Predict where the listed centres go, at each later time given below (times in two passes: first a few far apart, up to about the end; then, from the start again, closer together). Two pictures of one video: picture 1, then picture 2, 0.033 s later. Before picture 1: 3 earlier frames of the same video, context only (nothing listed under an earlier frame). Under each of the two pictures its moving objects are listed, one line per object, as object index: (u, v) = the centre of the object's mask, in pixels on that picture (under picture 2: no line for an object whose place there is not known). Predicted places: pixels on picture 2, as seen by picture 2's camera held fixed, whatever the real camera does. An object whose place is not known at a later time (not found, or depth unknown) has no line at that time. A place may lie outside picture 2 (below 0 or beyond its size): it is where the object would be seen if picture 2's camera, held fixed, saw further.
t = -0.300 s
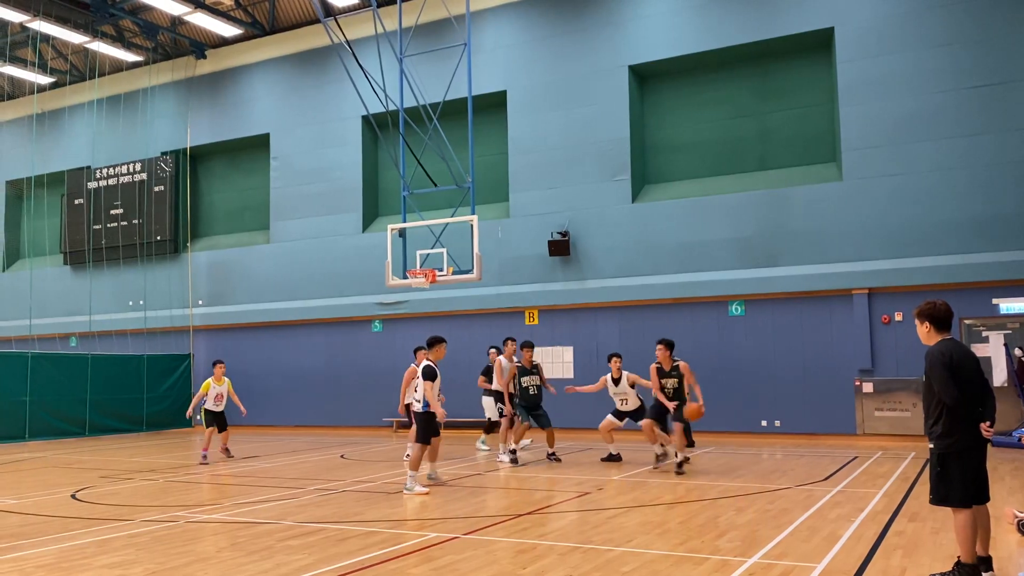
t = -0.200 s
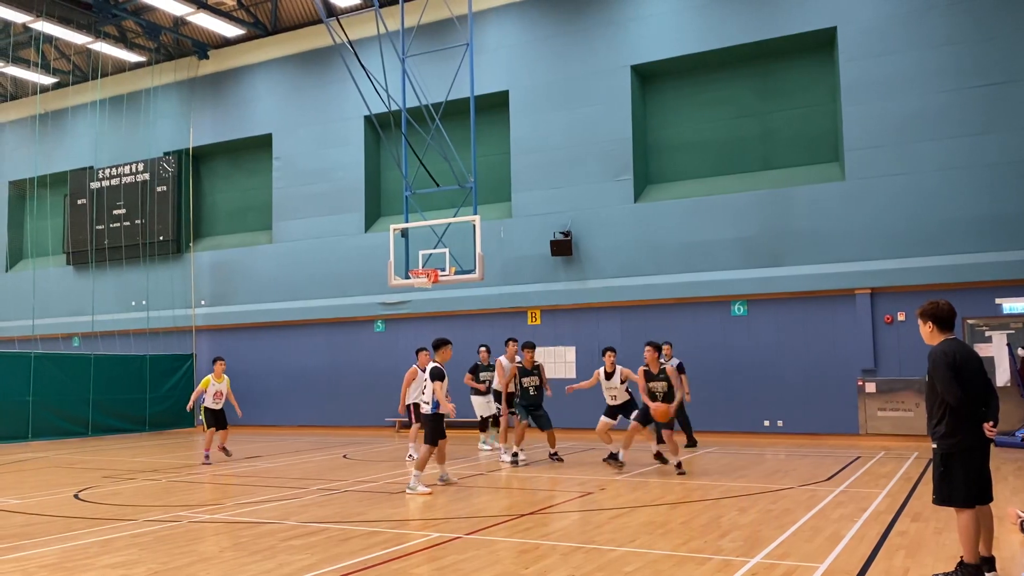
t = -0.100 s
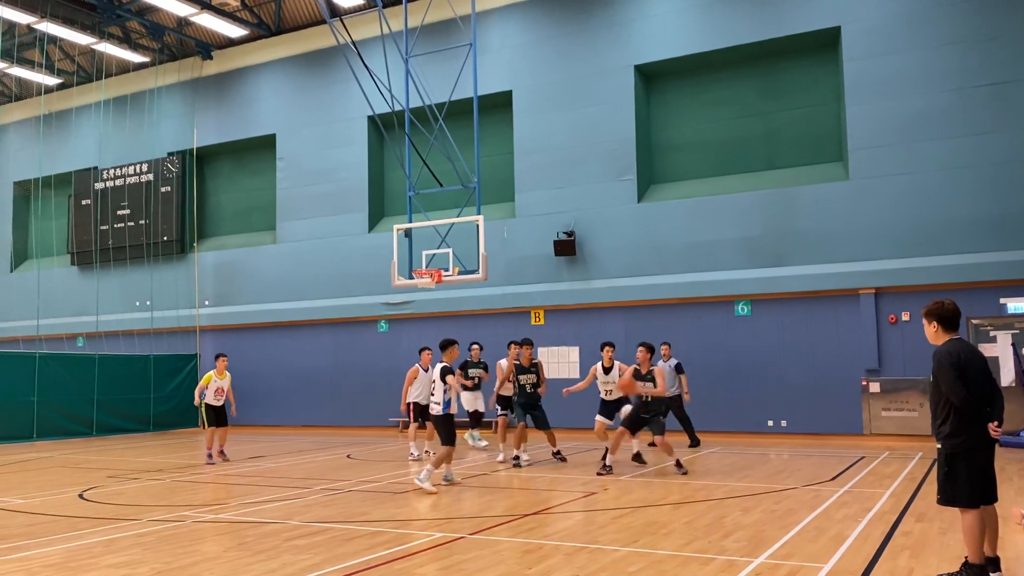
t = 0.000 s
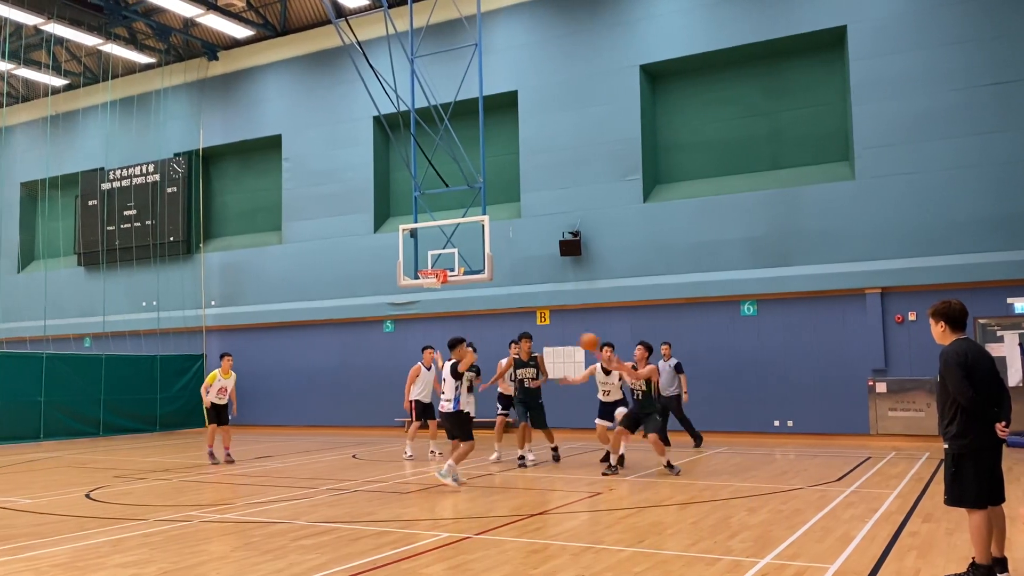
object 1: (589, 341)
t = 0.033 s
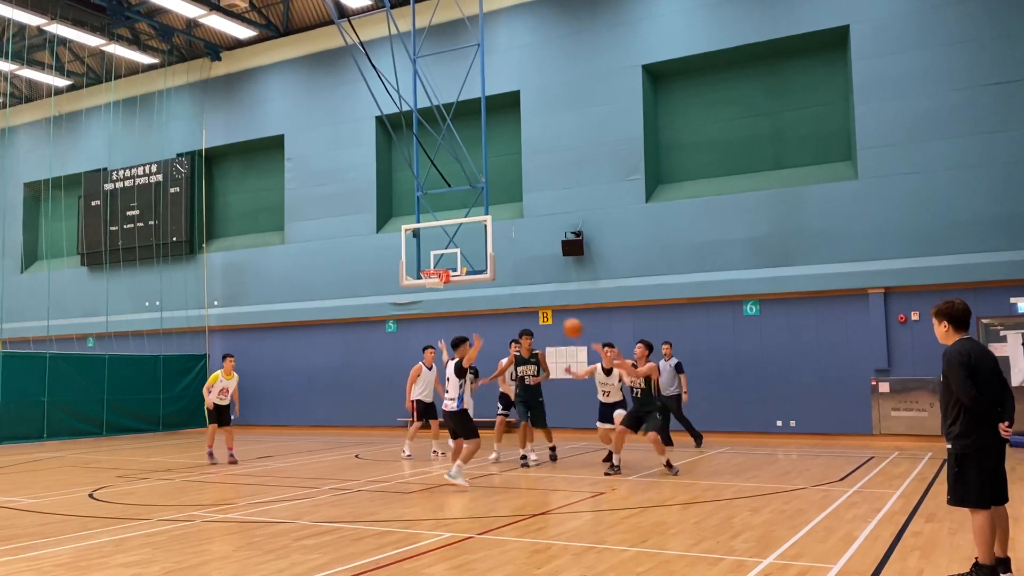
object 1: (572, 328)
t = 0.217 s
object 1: (466, 264)
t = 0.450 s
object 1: (328, 216)
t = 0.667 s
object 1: (192, 208)
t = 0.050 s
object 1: (563, 321)
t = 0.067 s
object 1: (554, 314)
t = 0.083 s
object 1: (543, 307)
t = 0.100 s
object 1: (535, 301)
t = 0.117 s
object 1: (525, 297)
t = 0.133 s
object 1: (516, 290)
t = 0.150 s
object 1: (506, 285)
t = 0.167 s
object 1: (496, 279)
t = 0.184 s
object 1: (487, 274)
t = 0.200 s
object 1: (477, 269)
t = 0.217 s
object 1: (466, 264)
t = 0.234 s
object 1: (458, 259)
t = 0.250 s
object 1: (448, 255)
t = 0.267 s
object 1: (437, 250)
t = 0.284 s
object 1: (429, 246)
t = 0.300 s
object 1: (418, 242)
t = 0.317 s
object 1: (409, 239)
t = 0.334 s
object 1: (399, 236)
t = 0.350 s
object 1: (389, 232)
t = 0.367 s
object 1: (379, 229)
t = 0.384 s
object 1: (369, 226)
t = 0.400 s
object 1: (359, 223)
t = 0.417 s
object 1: (349, 221)
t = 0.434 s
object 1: (339, 218)
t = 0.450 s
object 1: (328, 216)
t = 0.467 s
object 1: (318, 214)
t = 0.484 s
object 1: (308, 212)
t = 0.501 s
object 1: (297, 211)
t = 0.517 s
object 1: (287, 210)
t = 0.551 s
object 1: (267, 208)
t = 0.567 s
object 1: (256, 207)
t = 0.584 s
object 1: (246, 207)
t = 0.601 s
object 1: (235, 207)
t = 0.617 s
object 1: (224, 207)
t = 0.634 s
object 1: (214, 207)
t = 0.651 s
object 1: (202, 207)
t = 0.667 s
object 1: (192, 208)
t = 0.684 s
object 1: (181, 209)
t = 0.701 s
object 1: (170, 210)
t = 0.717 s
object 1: (159, 211)
